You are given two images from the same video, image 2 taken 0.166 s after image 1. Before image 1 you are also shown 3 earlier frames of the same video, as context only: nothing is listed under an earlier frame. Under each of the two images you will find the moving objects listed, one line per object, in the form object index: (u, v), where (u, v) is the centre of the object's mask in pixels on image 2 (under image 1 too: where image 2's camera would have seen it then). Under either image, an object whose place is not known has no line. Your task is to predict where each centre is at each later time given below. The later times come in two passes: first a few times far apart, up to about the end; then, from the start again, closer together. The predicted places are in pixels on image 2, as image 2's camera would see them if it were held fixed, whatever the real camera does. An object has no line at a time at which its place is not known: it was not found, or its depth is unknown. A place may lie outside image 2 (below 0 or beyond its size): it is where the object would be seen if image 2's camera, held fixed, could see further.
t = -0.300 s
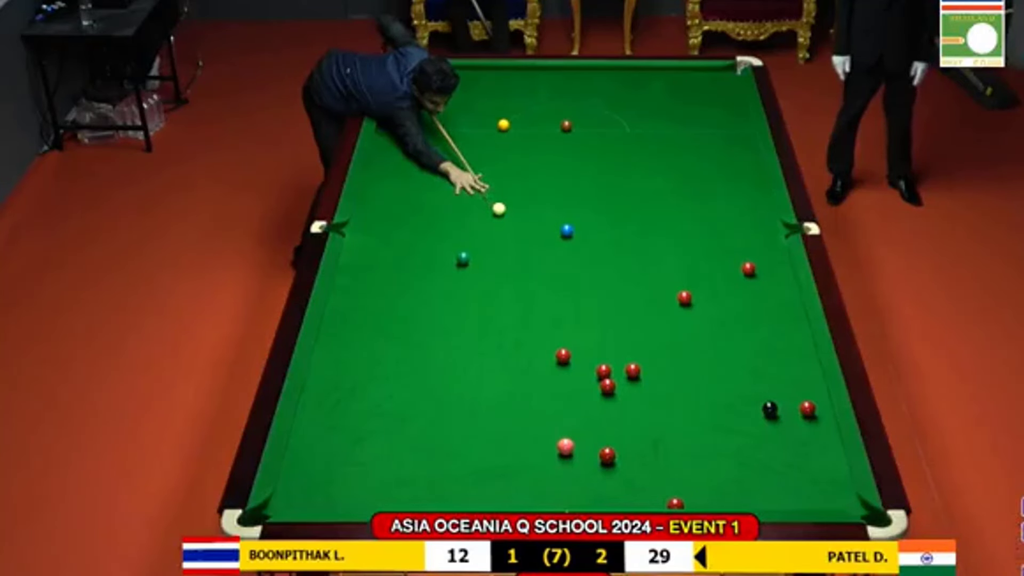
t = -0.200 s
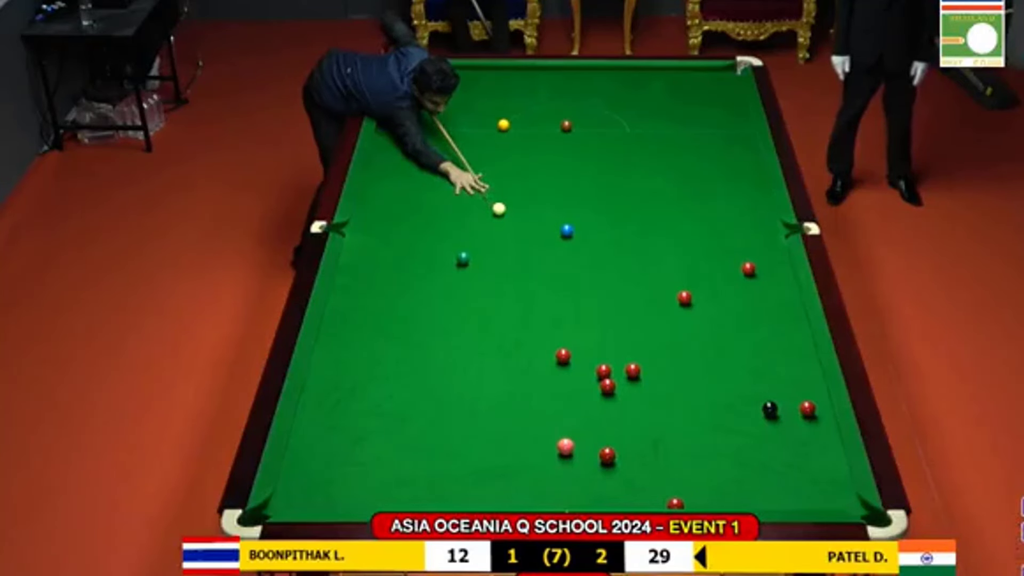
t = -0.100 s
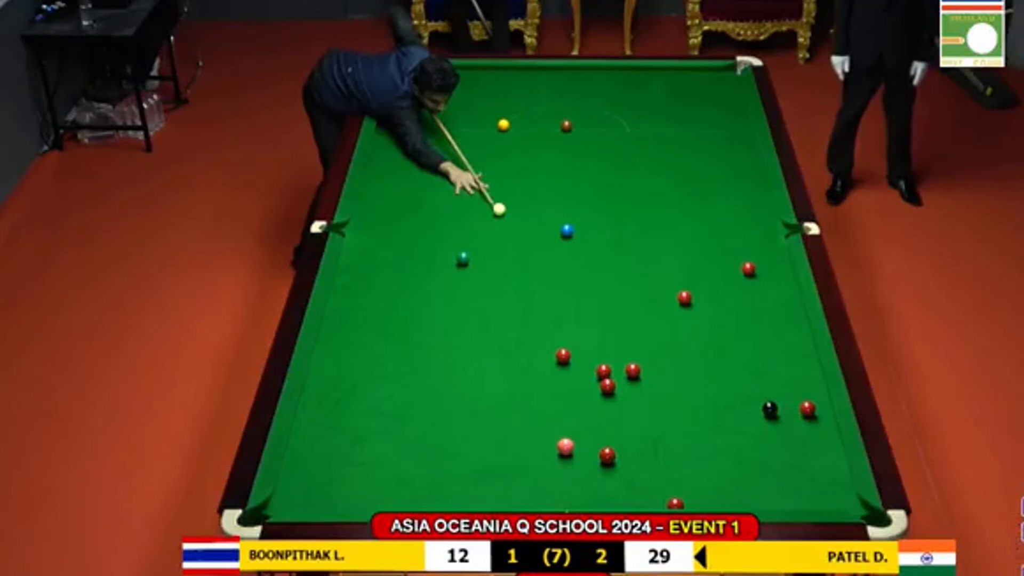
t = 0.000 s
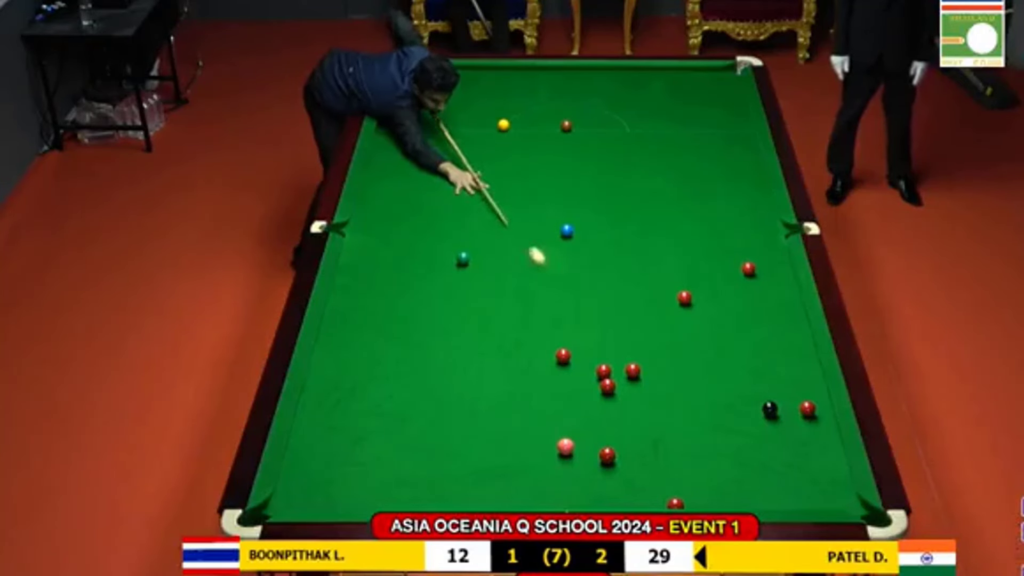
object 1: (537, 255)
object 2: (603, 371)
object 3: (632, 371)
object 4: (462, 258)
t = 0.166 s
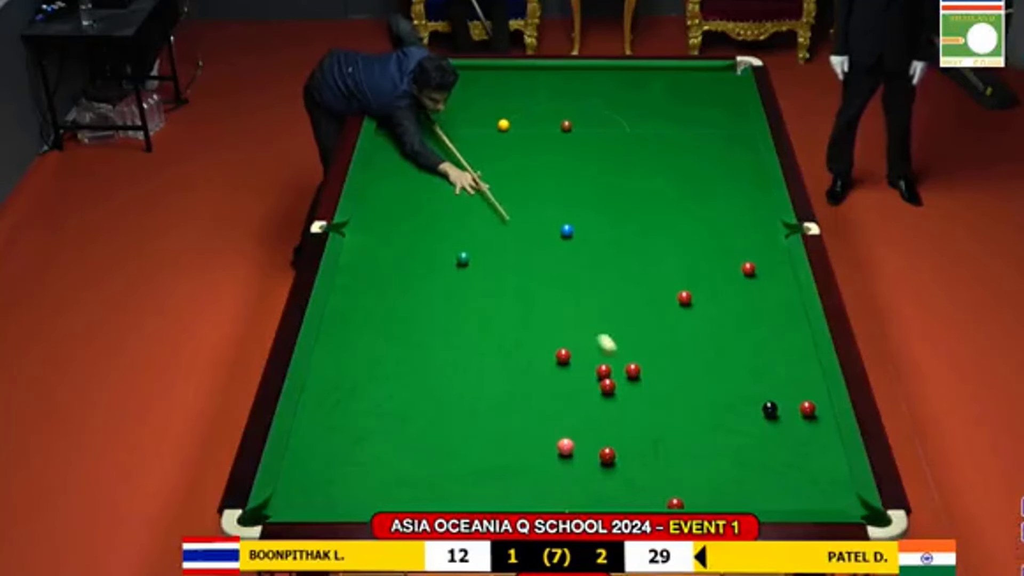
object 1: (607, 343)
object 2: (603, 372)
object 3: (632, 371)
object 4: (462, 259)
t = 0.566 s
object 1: (621, 373)
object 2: (520, 401)
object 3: (843, 490)
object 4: (462, 258)
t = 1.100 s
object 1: (617, 367)
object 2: (397, 443)
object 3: (700, 404)
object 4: (462, 258)
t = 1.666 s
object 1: (616, 365)
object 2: (293, 487)
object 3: (598, 337)
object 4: (462, 259)
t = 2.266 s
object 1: (616, 365)
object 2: (356, 499)
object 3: (508, 279)
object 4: (462, 259)
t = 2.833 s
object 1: (616, 365)
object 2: (407, 484)
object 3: (461, 231)
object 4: (440, 259)
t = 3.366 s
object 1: (616, 365)
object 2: (446, 470)
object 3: (439, 195)
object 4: (409, 260)
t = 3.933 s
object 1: (616, 365)
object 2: (479, 459)
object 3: (421, 161)
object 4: (383, 263)
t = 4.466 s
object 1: (616, 365)
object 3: (407, 135)
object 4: (367, 265)
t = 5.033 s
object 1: (616, 365)
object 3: (394, 111)
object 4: (357, 266)
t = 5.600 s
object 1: (616, 365)
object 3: (393, 92)
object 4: (354, 266)
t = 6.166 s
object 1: (616, 365)
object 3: (403, 79)
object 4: (354, 266)
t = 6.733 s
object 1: (616, 365)
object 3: (410, 69)
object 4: (354, 266)
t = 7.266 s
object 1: (616, 365)
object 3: (411, 74)
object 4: (354, 266)
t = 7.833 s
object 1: (616, 365)
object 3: (412, 78)
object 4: (354, 265)
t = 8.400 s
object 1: (616, 365)
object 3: (412, 79)
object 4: (354, 265)
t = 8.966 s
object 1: (616, 365)
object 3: (412, 80)
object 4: (354, 265)
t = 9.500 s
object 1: (616, 365)
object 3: (412, 80)
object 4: (354, 265)
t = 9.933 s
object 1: (616, 365)
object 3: (412, 80)
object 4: (354, 265)
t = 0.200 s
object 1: (621, 364)
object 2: (603, 372)
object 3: (639, 374)
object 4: (462, 259)
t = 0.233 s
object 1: (618, 369)
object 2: (596, 375)
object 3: (668, 390)
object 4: (462, 258)
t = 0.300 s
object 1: (620, 372)
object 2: (579, 380)
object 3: (714, 418)
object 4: (462, 258)
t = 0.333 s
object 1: (621, 374)
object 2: (569, 384)
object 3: (746, 437)
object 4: (462, 258)
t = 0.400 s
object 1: (622, 375)
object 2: (556, 389)
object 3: (795, 464)
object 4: (462, 259)
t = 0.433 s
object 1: (622, 375)
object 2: (546, 392)
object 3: (827, 483)
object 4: (462, 258)
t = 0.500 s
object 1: (622, 374)
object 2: (533, 397)
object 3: (847, 506)
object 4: (462, 258)
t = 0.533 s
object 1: (622, 374)
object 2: (524, 400)
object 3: (850, 496)
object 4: (462, 258)
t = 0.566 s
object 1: (621, 373)
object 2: (520, 401)
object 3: (843, 490)
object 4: (462, 258)
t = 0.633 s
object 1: (621, 372)
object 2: (502, 407)
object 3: (813, 474)
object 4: (462, 258)
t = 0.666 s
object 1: (621, 372)
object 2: (498, 409)
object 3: (807, 471)
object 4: (462, 258)
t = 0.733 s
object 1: (620, 371)
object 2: (479, 415)
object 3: (782, 456)
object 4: (462, 258)
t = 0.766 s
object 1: (619, 370)
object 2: (475, 417)
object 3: (776, 453)
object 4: (462, 258)
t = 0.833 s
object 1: (619, 369)
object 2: (457, 423)
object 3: (755, 440)
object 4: (462, 258)
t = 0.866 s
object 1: (619, 369)
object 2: (452, 425)
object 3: (751, 437)
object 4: (462, 258)
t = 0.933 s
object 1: (618, 368)
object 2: (434, 431)
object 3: (733, 426)
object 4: (462, 258)
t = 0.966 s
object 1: (618, 368)
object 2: (430, 432)
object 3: (729, 423)
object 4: (462, 258)
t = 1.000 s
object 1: (618, 368)
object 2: (421, 435)
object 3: (720, 418)
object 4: (462, 258)
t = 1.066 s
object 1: (617, 367)
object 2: (407, 440)
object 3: (708, 409)
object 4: (462, 258)
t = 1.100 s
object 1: (617, 367)
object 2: (397, 443)
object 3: (700, 404)
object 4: (462, 258)
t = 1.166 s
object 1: (617, 367)
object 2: (383, 448)
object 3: (688, 396)
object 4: (462, 258)
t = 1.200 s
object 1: (617, 366)
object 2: (374, 451)
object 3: (680, 391)
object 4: (462, 259)
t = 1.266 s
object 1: (617, 366)
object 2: (360, 456)
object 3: (668, 383)
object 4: (462, 258)
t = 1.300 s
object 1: (616, 366)
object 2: (351, 459)
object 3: (661, 378)
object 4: (462, 258)
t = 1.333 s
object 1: (616, 366)
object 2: (342, 463)
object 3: (654, 373)
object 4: (462, 258)
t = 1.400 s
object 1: (616, 365)
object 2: (328, 467)
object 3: (642, 366)
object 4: (462, 258)
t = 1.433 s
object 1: (616, 366)
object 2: (318, 470)
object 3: (635, 361)
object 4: (462, 258)
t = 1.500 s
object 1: (616, 365)
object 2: (304, 476)
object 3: (625, 353)
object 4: (462, 258)
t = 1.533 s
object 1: (616, 365)
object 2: (295, 479)
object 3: (617, 349)
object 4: (462, 259)
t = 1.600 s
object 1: (616, 365)
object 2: (284, 483)
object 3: (607, 343)
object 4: (462, 259)
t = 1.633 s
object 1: (616, 365)
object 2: (290, 485)
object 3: (601, 339)
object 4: (462, 259)
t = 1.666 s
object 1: (616, 365)
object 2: (293, 487)
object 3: (598, 337)
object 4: (462, 259)
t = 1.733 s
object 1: (616, 365)
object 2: (301, 492)
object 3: (584, 328)
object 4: (462, 259)
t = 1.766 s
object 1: (616, 365)
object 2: (304, 493)
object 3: (581, 326)
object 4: (462, 259)
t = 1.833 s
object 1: (616, 365)
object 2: (312, 497)
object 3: (568, 318)
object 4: (462, 259)
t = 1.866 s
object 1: (616, 365)
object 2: (314, 498)
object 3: (565, 316)
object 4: (462, 259)
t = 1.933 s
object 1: (616, 365)
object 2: (323, 501)
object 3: (553, 309)
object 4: (462, 259)
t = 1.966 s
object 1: (616, 365)
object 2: (325, 502)
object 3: (550, 306)
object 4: (462, 259)
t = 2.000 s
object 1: (616, 365)
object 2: (329, 503)
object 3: (544, 302)
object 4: (462, 259)
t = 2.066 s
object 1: (616, 365)
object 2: (336, 504)
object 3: (535, 297)
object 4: (462, 259)
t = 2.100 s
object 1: (616, 365)
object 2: (340, 503)
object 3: (530, 293)
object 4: (462, 259)
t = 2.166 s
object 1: (616, 365)
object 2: (346, 501)
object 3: (521, 288)
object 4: (462, 259)
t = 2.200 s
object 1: (616, 365)
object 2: (350, 500)
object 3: (516, 284)
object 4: (462, 259)
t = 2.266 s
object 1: (616, 365)
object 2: (356, 499)
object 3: (508, 279)
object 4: (462, 259)
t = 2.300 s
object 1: (616, 365)
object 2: (360, 499)
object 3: (502, 276)
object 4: (462, 259)
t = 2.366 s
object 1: (616, 365)
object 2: (366, 497)
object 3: (494, 270)
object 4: (462, 259)
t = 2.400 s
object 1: (616, 365)
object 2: (369, 496)
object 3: (489, 267)
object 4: (462, 259)
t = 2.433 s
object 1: (616, 365)
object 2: (373, 495)
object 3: (484, 263)
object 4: (462, 259)
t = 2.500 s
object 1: (616, 365)
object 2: (378, 494)
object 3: (477, 259)
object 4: (462, 259)
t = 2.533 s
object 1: (616, 365)
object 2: (382, 493)
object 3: (475, 255)
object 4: (460, 259)
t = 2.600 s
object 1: (616, 365)
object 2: (387, 489)
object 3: (472, 250)
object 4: (455, 259)
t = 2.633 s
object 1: (616, 365)
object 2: (391, 489)
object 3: (470, 247)
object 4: (452, 260)
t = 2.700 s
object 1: (616, 365)
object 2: (396, 488)
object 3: (467, 242)
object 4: (448, 259)
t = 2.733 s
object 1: (616, 365)
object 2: (399, 486)
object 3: (465, 239)
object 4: (446, 259)
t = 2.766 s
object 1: (616, 365)
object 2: (401, 486)
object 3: (464, 237)
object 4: (445, 259)
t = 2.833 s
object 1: (616, 365)
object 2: (407, 484)
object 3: (461, 231)
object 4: (440, 259)
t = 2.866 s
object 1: (616, 365)
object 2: (409, 483)
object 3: (460, 230)
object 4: (438, 259)
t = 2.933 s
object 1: (616, 365)
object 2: (415, 481)
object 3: (457, 224)
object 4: (433, 261)
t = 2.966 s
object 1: (616, 365)
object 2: (417, 481)
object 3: (456, 223)
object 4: (432, 261)
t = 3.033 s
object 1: (616, 365)
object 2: (423, 479)
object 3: (452, 216)
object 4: (427, 260)
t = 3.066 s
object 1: (616, 365)
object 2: (425, 478)
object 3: (451, 215)
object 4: (427, 260)
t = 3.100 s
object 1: (616, 365)
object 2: (428, 477)
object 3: (450, 213)
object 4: (424, 261)
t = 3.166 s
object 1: (616, 365)
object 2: (432, 475)
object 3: (447, 208)
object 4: (420, 260)
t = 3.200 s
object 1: (616, 365)
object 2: (435, 474)
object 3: (446, 206)
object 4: (418, 260)
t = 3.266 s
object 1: (616, 365)
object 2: (439, 472)
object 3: (443, 202)
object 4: (415, 260)
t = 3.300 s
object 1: (616, 365)
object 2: (442, 472)
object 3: (442, 199)
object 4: (413, 261)
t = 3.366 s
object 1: (616, 365)
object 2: (446, 470)
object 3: (439, 195)
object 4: (409, 260)
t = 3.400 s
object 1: (616, 365)
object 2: (449, 470)
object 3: (438, 192)
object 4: (408, 261)
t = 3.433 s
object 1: (616, 365)
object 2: (451, 468)
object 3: (437, 190)
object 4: (405, 261)
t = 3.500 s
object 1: (616, 365)
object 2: (455, 467)
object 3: (434, 187)
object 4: (402, 262)
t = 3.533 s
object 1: (616, 365)
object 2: (457, 466)
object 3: (433, 184)
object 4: (400, 261)
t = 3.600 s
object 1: (616, 365)
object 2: (461, 465)
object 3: (431, 180)
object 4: (398, 262)
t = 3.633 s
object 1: (616, 365)
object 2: (463, 465)
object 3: (430, 178)
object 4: (396, 262)
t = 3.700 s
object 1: (616, 365)
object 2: (466, 463)
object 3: (428, 174)
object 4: (393, 262)
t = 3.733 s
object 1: (616, 365)
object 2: (469, 462)
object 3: (426, 172)
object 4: (391, 262)
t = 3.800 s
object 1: (616, 365)
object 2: (472, 462)
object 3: (425, 169)
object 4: (389, 264)
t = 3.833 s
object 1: (616, 365)
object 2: (474, 461)
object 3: (423, 166)
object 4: (387, 264)
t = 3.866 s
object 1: (616, 365)
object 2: (475, 460)
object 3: (423, 165)
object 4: (386, 263)
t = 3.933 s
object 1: (616, 365)
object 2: (479, 459)
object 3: (421, 161)
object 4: (383, 263)
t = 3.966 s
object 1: (616, 365)
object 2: (480, 459)
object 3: (420, 160)
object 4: (383, 263)
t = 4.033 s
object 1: (616, 365)
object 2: (484, 458)
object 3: (418, 156)
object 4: (380, 264)
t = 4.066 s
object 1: (616, 365)
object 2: (485, 457)
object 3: (417, 155)
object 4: (379, 264)
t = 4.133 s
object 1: (616, 365)
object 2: (489, 456)
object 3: (415, 151)
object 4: (376, 265)
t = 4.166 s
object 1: (616, 365)
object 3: (415, 150)
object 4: (376, 264)
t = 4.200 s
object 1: (616, 365)
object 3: (414, 147)
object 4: (374, 265)
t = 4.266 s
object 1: (616, 365)
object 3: (412, 145)
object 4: (372, 265)
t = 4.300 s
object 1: (616, 365)
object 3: (411, 143)
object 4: (371, 265)
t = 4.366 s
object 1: (616, 365)
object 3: (409, 140)
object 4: (370, 265)
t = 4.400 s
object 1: (616, 365)
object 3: (408, 138)
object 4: (369, 265)
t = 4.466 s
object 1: (616, 365)
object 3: (407, 135)
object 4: (367, 265)
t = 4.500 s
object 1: (616, 365)
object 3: (406, 134)
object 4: (366, 265)
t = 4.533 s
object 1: (616, 365)
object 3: (405, 132)
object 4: (365, 266)
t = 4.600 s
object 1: (616, 365)
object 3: (403, 129)
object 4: (364, 266)
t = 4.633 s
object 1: (616, 365)
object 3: (402, 127)
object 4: (362, 266)
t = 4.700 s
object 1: (616, 365)
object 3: (401, 125)
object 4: (362, 266)
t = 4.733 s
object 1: (616, 365)
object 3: (401, 123)
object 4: (361, 266)
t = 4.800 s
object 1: (616, 365)
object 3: (399, 121)
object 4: (360, 265)
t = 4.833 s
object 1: (616, 365)
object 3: (398, 119)
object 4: (359, 266)
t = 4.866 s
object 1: (616, 365)
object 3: (398, 118)
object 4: (359, 266)
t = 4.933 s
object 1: (616, 365)
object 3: (396, 115)
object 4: (357, 266)
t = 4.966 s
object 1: (616, 365)
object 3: (396, 114)
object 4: (357, 266)
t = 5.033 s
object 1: (616, 365)
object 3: (394, 111)
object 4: (357, 266)
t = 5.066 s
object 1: (616, 365)
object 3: (394, 110)
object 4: (356, 266)
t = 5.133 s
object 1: (616, 365)
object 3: (392, 107)
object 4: (355, 266)
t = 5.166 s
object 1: (616, 365)
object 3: (391, 106)
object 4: (355, 266)
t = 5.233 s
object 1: (616, 365)
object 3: (390, 104)
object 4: (355, 266)
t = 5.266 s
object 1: (616, 365)
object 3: (390, 103)
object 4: (355, 266)
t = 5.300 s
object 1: (616, 365)
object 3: (389, 101)
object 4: (355, 266)
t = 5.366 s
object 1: (616, 365)
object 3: (388, 100)
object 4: (354, 266)
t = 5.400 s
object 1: (616, 365)
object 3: (389, 98)
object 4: (354, 266)
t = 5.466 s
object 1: (616, 365)
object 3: (389, 97)
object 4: (354, 265)
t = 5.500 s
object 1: (616, 365)
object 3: (390, 95)
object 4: (354, 266)
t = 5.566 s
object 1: (616, 365)
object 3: (392, 93)
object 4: (354, 265)
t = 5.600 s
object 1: (616, 365)
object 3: (393, 92)
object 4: (354, 266)
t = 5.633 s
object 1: (616, 365)
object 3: (394, 92)
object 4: (354, 266)
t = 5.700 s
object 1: (616, 365)
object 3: (395, 89)
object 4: (354, 266)
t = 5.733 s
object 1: (616, 365)
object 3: (395, 88)
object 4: (354, 266)
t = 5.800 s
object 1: (616, 365)
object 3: (396, 87)
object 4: (354, 266)
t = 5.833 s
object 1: (616, 365)
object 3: (397, 86)
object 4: (354, 266)
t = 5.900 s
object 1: (616, 365)
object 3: (398, 84)
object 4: (354, 266)
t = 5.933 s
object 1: (616, 365)
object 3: (399, 83)
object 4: (354, 266)
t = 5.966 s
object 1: (616, 365)
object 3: (399, 83)
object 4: (354, 265)
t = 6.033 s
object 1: (616, 365)
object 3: (401, 81)
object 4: (354, 266)
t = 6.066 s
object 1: (616, 365)
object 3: (401, 81)
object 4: (354, 265)
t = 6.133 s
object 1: (616, 365)
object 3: (403, 79)
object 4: (354, 266)
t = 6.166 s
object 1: (616, 365)
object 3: (403, 79)
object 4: (354, 266)
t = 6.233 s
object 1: (616, 365)
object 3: (404, 76)
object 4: (354, 266)
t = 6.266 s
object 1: (616, 365)
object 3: (404, 76)
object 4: (354, 266)
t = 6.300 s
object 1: (616, 365)
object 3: (405, 76)
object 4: (354, 266)
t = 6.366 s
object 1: (616, 365)
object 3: (405, 74)
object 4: (354, 266)
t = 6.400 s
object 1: (616, 365)
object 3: (406, 73)
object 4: (354, 266)
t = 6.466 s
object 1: (616, 365)
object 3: (408, 72)
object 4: (354, 266)
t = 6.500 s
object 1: (616, 365)
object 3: (408, 71)
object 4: (354, 266)
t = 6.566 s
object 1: (616, 365)
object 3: (409, 70)
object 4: (354, 266)
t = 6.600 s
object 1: (616, 365)
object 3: (410, 69)
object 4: (354, 266)
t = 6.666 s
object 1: (616, 365)
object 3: (410, 68)
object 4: (354, 266)
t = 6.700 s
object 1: (616, 365)
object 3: (410, 68)
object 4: (354, 266)
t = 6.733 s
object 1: (616, 365)
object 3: (410, 69)
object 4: (354, 266)
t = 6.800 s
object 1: (616, 365)
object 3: (410, 69)
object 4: (354, 266)
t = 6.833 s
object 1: (616, 365)
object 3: (411, 70)
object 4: (354, 266)
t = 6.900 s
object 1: (616, 365)
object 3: (411, 71)
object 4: (354, 266)
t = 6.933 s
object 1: (616, 365)
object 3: (411, 71)
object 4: (354, 266)
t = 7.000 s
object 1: (616, 365)
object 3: (411, 71)
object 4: (354, 266)
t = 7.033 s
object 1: (616, 365)
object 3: (411, 72)
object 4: (354, 266)
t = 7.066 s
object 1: (616, 365)
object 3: (411, 72)
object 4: (354, 266)
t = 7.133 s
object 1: (616, 365)
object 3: (411, 73)
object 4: (354, 266)
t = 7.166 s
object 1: (616, 365)
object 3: (411, 73)
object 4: (354, 266)
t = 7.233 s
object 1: (616, 365)
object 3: (411, 73)
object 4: (354, 266)
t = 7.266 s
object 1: (616, 365)
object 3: (411, 74)
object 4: (354, 266)
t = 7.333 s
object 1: (616, 365)
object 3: (411, 74)
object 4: (354, 265)
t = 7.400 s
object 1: (616, 365)
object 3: (411, 74)
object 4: (354, 265)
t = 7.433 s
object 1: (616, 365)
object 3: (411, 75)
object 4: (354, 265)
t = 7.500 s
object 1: (616, 365)
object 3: (411, 75)
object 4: (354, 265)
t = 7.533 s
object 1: (616, 365)
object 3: (412, 75)
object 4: (354, 265)
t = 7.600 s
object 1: (616, 365)
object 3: (412, 76)
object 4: (354, 265)
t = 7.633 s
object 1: (616, 365)
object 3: (412, 76)
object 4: (354, 265)
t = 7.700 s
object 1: (616, 365)
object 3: (412, 77)
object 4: (354, 265)
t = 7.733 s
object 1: (616, 365)
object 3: (412, 77)
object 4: (354, 265)
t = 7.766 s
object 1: (616, 365)
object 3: (412, 77)
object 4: (354, 265)
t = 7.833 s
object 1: (616, 365)
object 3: (412, 78)
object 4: (354, 265)
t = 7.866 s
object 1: (616, 365)
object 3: (412, 78)
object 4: (354, 265)
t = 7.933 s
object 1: (616, 365)
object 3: (412, 78)
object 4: (354, 265)
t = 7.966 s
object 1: (616, 365)
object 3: (412, 78)
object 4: (354, 265)
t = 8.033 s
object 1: (616, 365)
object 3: (412, 78)
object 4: (354, 265)
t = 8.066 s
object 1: (616, 365)
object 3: (412, 78)
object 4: (354, 265)
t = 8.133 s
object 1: (616, 365)
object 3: (412, 79)
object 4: (354, 265)
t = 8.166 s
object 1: (616, 365)
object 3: (412, 79)
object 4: (354, 265)
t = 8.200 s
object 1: (616, 365)
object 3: (412, 79)
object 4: (354, 265)
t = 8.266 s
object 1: (616, 365)
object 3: (412, 79)
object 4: (354, 265)
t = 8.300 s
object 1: (616, 365)
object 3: (412, 79)
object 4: (354, 265)
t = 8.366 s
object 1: (616, 365)
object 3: (412, 79)
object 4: (354, 265)
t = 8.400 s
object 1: (616, 365)
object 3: (412, 79)
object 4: (354, 265)
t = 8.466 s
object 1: (616, 365)
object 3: (412, 80)
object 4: (354, 265)
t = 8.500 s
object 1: (616, 365)
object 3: (412, 80)
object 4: (354, 265)
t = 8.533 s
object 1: (616, 365)
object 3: (412, 80)
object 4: (354, 265)
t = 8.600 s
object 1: (616, 365)
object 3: (412, 80)
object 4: (354, 265)
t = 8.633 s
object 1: (616, 365)
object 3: (412, 80)
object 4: (354, 265)
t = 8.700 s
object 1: (616, 365)
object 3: (412, 80)
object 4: (354, 265)
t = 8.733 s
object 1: (616, 365)
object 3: (412, 80)
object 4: (354, 265)
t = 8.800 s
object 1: (616, 365)
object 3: (412, 80)
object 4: (354, 265)
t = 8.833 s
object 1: (616, 365)
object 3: (412, 80)
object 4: (354, 265)
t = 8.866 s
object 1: (616, 365)
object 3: (412, 80)
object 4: (354, 265)
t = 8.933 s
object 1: (616, 365)
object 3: (412, 80)
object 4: (354, 265)
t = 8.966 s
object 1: (616, 365)
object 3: (412, 80)
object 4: (354, 265)
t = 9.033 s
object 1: (616, 365)
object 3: (412, 80)
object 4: (354, 265)
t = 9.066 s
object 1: (616, 365)
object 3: (412, 80)
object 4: (354, 265)
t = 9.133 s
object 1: (616, 365)
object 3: (412, 80)
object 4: (354, 265)
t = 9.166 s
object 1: (616, 365)
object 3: (412, 80)
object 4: (354, 265)
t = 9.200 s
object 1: (616, 365)
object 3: (412, 80)
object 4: (354, 265)
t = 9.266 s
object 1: (616, 365)
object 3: (412, 80)
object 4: (354, 265)
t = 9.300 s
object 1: (616, 365)
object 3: (412, 80)
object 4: (354, 265)
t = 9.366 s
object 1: (616, 365)
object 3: (412, 80)
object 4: (354, 265)
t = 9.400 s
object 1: (616, 365)
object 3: (412, 80)
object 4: (354, 265)
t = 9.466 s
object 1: (616, 365)
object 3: (412, 80)
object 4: (354, 265)
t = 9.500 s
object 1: (616, 365)
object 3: (412, 80)
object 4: (354, 265)
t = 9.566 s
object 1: (616, 365)
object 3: (412, 80)
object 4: (354, 265)
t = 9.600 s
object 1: (616, 365)
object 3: (412, 80)
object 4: (354, 265)
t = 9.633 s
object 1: (616, 365)
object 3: (412, 80)
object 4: (354, 265)
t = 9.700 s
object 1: (616, 365)
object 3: (412, 80)
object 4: (354, 265)
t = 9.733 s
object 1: (616, 365)
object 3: (412, 80)
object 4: (354, 265)
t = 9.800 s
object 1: (616, 365)
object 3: (412, 80)
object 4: (354, 265)
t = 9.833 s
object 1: (616, 365)
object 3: (412, 80)
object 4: (354, 265)
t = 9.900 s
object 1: (616, 365)
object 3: (412, 80)
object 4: (354, 265)
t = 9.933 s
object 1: (616, 365)
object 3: (412, 80)
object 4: (354, 265)
